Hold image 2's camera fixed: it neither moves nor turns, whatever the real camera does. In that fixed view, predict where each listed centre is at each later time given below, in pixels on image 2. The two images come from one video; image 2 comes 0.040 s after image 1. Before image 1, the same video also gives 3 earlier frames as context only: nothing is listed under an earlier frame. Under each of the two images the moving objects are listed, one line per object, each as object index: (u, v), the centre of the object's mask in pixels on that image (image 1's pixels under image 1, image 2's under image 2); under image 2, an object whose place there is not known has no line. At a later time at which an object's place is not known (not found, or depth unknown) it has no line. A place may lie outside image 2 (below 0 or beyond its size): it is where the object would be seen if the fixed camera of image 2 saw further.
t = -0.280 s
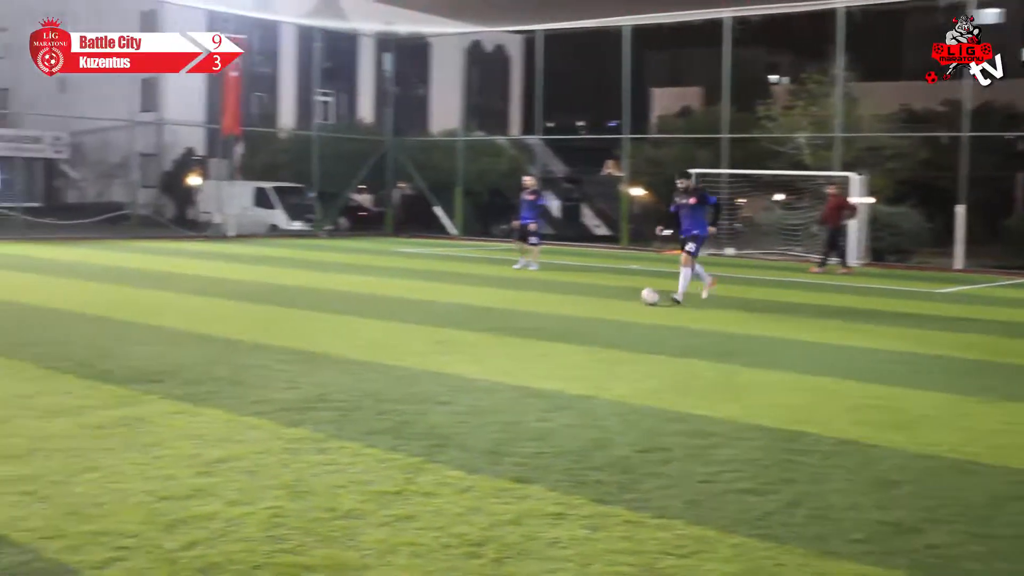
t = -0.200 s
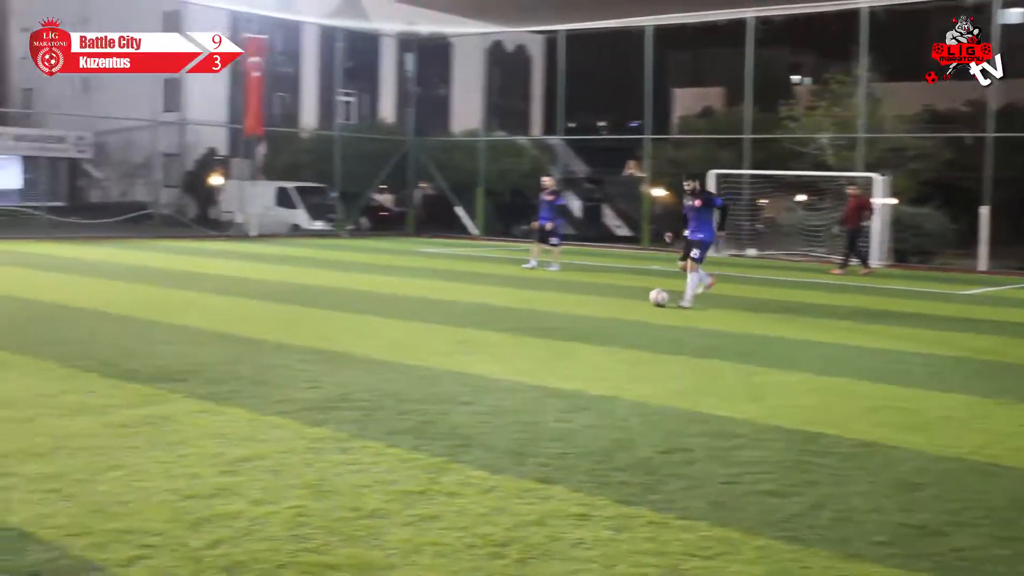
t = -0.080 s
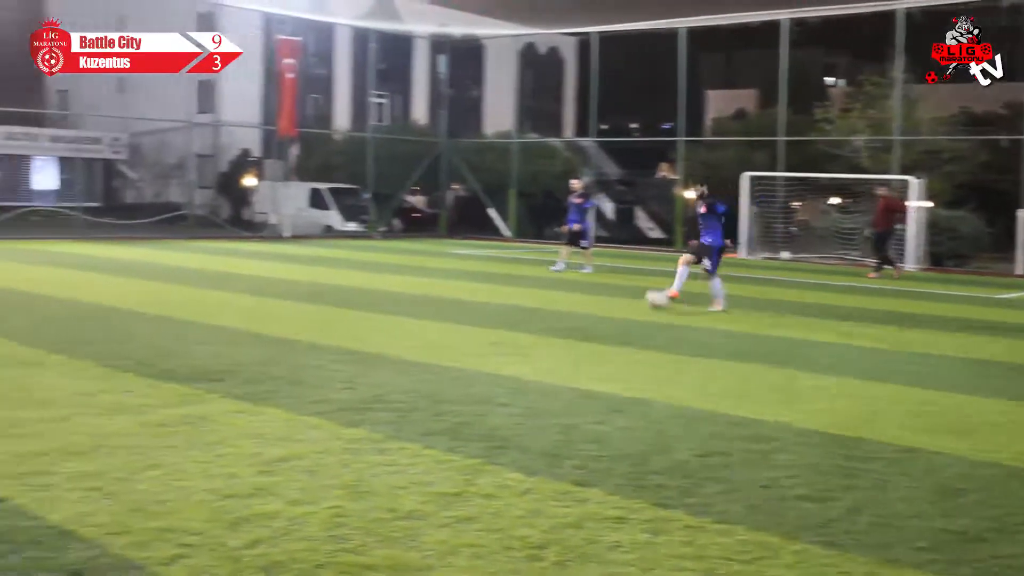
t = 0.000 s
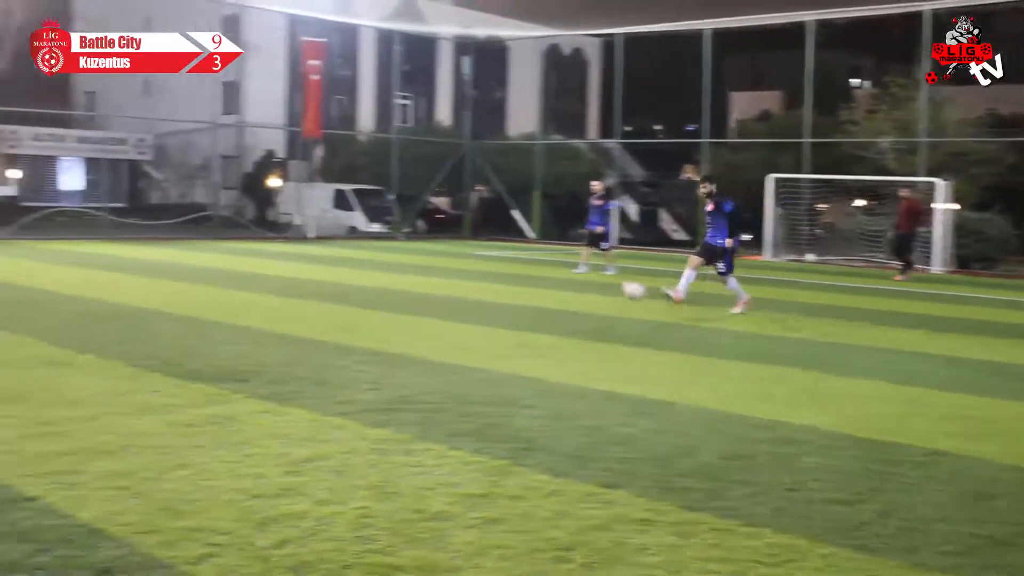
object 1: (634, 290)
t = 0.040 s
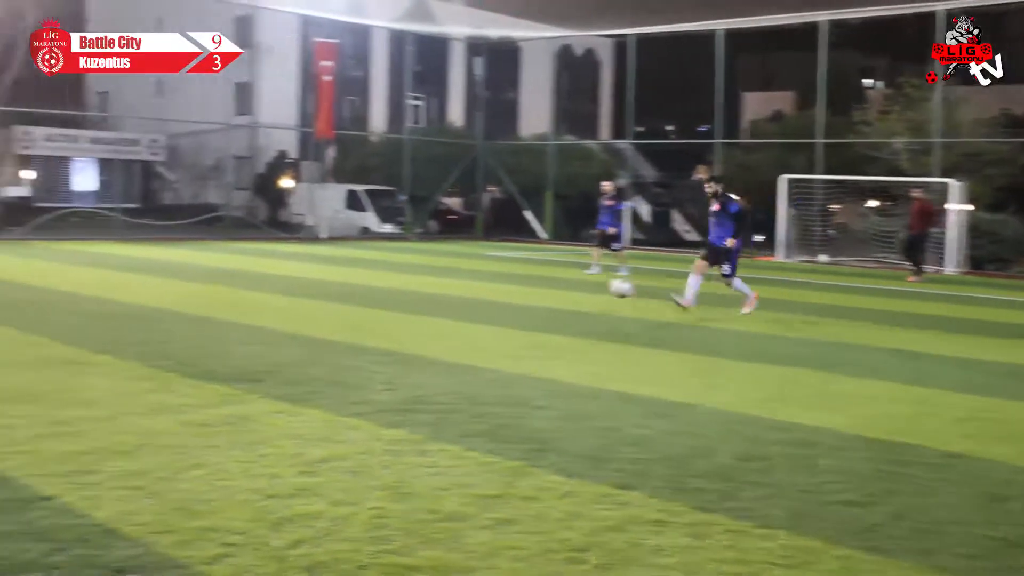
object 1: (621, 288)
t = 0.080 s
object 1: (598, 286)
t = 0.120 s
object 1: (575, 286)
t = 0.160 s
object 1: (551, 288)
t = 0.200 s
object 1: (525, 291)
